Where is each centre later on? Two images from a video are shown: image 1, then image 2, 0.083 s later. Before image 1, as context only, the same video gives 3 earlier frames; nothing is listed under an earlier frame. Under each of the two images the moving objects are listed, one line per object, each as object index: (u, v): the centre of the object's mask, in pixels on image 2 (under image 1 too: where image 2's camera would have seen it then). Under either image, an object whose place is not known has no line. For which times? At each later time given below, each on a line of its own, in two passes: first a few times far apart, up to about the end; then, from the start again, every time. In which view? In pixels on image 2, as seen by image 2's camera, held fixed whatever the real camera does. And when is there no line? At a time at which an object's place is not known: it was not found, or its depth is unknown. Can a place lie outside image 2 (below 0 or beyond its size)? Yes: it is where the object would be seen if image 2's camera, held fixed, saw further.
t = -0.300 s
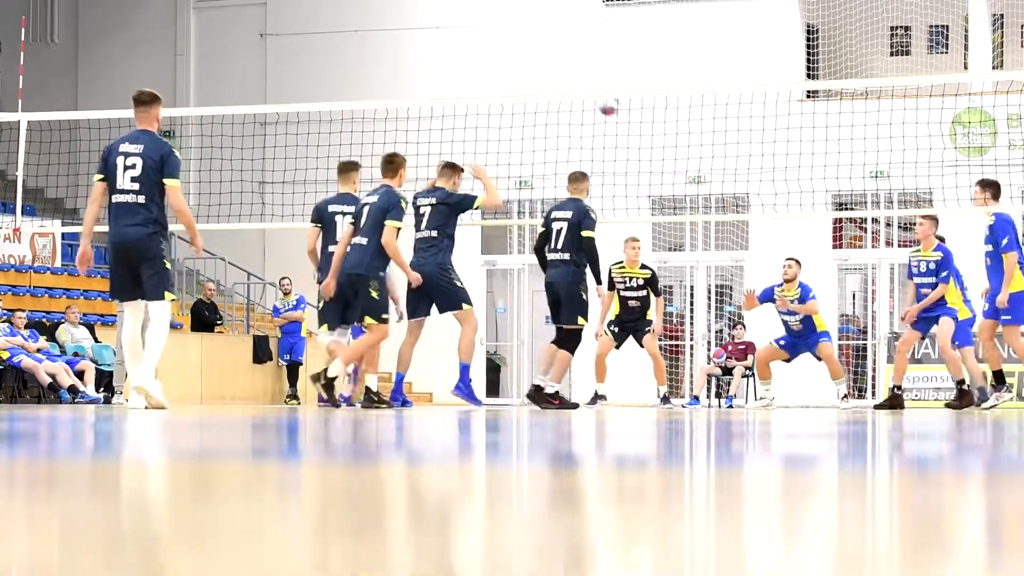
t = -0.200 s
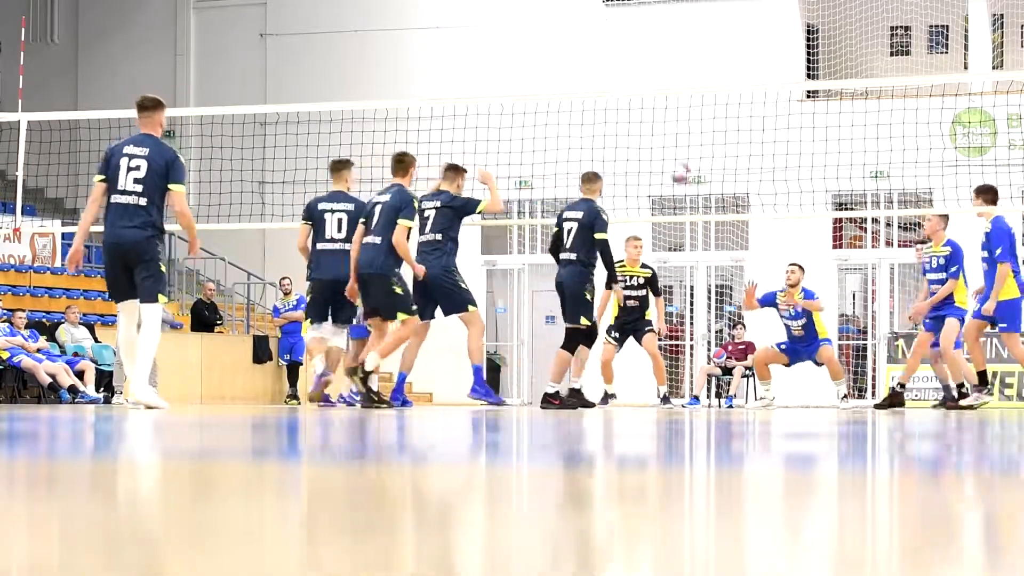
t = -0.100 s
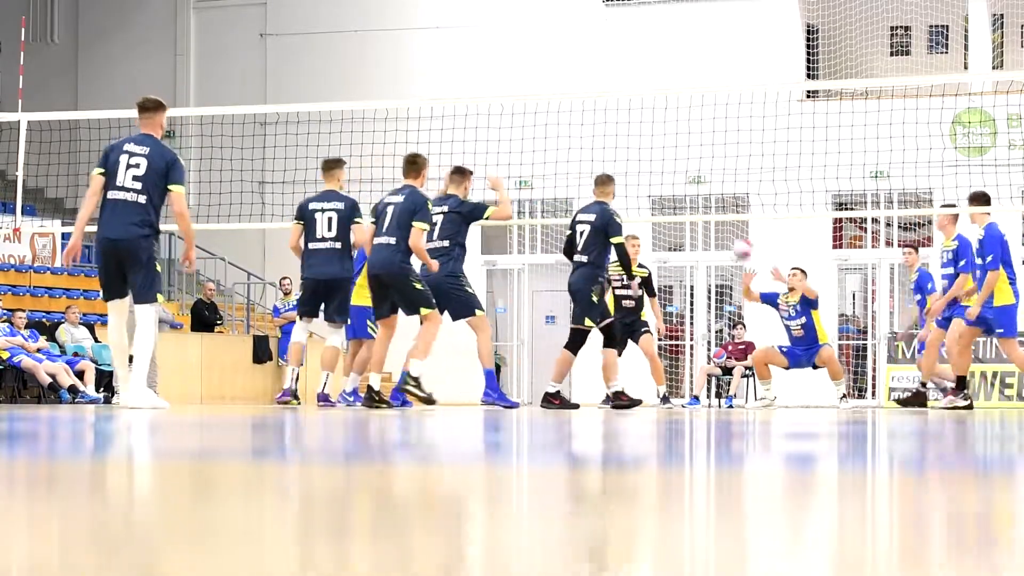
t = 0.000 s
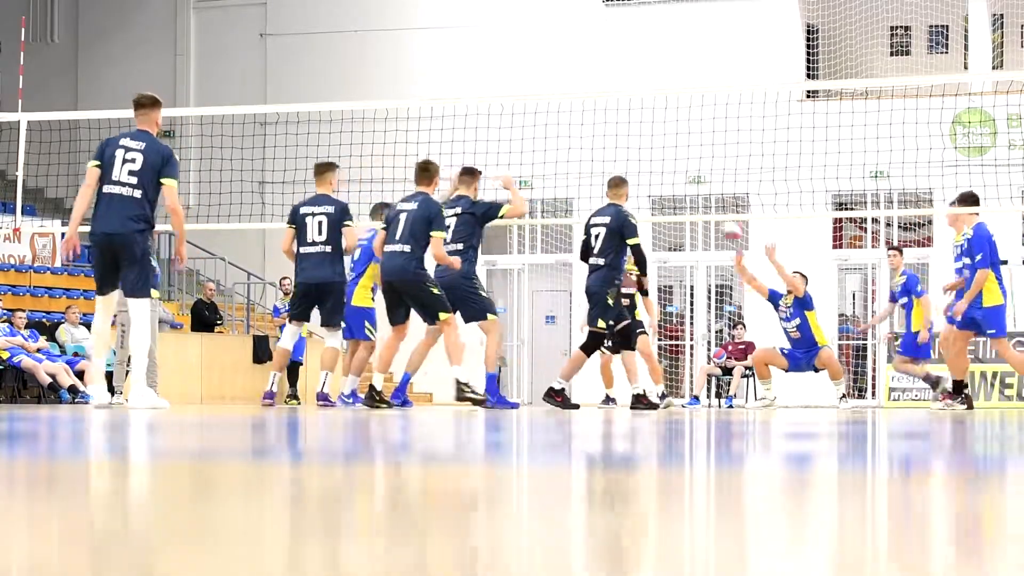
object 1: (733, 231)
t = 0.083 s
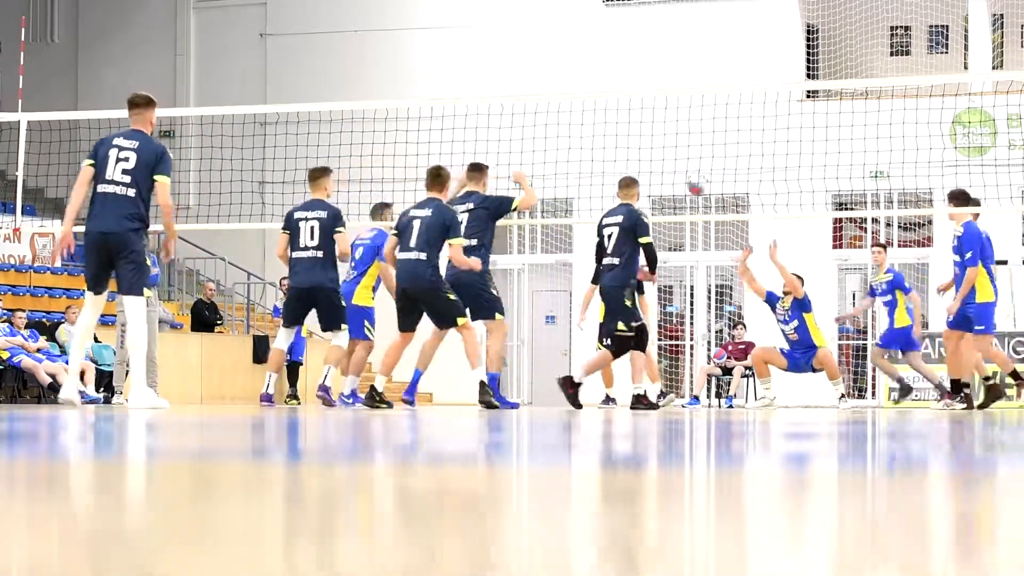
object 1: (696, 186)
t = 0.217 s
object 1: (639, 128)
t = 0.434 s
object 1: (550, 77)
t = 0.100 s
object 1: (691, 179)
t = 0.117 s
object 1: (681, 171)
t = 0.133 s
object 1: (674, 163)
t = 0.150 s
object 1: (667, 156)
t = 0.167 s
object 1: (660, 148)
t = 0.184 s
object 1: (654, 142)
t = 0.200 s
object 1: (646, 134)
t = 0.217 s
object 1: (639, 128)
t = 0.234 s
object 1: (633, 122)
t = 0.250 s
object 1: (627, 117)
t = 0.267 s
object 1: (621, 112)
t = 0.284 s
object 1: (613, 108)
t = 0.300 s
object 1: (606, 106)
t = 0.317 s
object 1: (600, 103)
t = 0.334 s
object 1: (595, 94)
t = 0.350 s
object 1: (588, 87)
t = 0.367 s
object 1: (580, 86)
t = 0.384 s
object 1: (573, 85)
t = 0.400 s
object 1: (566, 83)
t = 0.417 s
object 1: (558, 81)
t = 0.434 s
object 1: (550, 77)
